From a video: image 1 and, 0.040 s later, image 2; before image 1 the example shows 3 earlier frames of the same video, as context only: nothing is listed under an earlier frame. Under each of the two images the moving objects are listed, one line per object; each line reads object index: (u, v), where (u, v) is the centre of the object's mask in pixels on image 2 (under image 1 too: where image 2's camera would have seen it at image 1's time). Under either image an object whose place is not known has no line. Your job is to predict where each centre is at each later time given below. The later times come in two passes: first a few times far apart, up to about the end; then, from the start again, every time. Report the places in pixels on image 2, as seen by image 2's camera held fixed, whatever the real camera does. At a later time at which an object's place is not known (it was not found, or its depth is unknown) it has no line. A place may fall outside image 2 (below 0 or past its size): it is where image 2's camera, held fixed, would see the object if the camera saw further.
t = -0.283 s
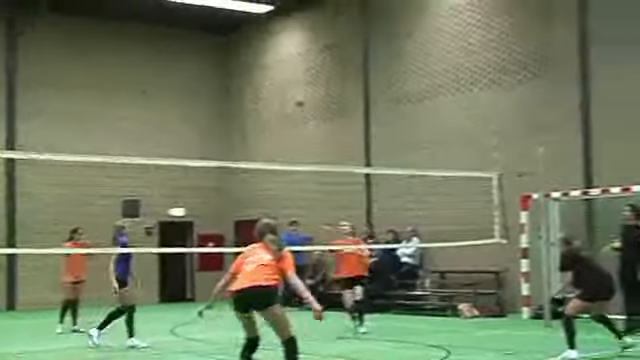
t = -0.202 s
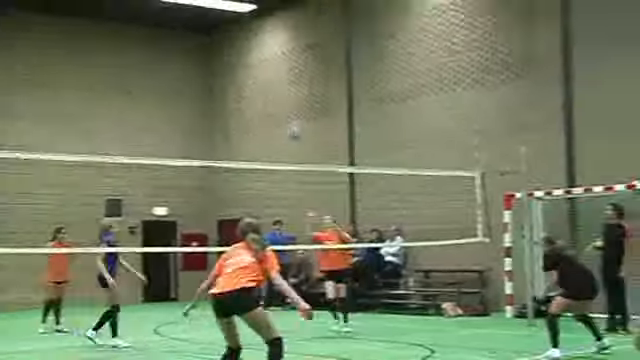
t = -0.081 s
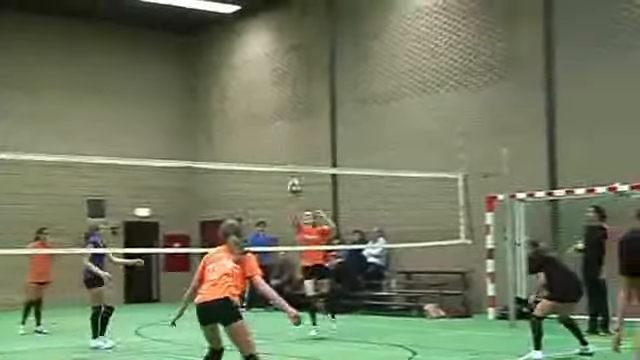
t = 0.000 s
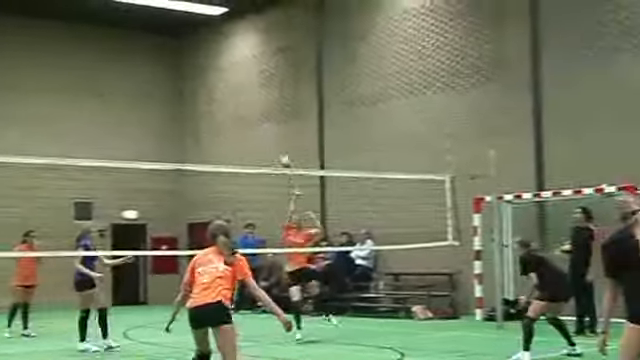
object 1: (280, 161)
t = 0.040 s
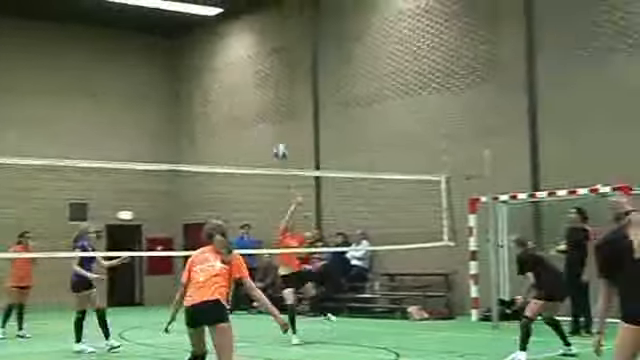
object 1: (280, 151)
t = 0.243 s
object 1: (286, 100)
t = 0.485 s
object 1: (293, 78)
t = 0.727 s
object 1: (302, 107)
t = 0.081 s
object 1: (281, 138)
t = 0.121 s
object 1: (282, 127)
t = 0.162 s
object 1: (283, 117)
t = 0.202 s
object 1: (284, 109)
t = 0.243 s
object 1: (286, 100)
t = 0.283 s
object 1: (287, 93)
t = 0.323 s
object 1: (288, 88)
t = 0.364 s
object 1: (289, 85)
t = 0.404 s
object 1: (290, 80)
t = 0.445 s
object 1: (292, 79)
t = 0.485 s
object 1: (293, 78)
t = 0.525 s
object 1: (295, 77)
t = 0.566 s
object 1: (297, 80)
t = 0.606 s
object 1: (298, 83)
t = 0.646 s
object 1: (299, 89)
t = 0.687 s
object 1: (300, 98)
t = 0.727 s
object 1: (302, 107)
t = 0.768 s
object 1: (305, 117)
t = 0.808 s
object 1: (307, 130)
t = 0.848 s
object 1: (310, 142)
